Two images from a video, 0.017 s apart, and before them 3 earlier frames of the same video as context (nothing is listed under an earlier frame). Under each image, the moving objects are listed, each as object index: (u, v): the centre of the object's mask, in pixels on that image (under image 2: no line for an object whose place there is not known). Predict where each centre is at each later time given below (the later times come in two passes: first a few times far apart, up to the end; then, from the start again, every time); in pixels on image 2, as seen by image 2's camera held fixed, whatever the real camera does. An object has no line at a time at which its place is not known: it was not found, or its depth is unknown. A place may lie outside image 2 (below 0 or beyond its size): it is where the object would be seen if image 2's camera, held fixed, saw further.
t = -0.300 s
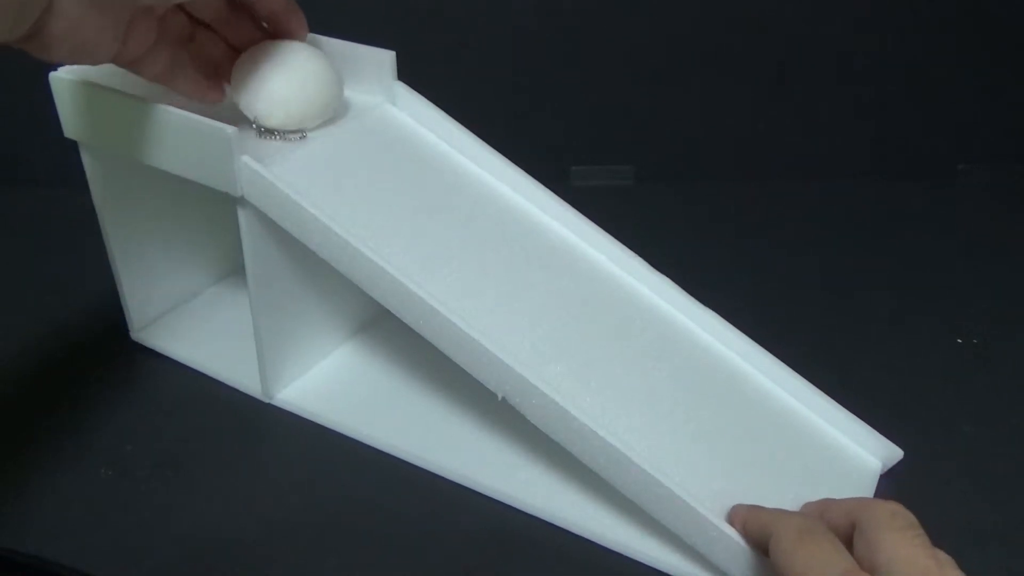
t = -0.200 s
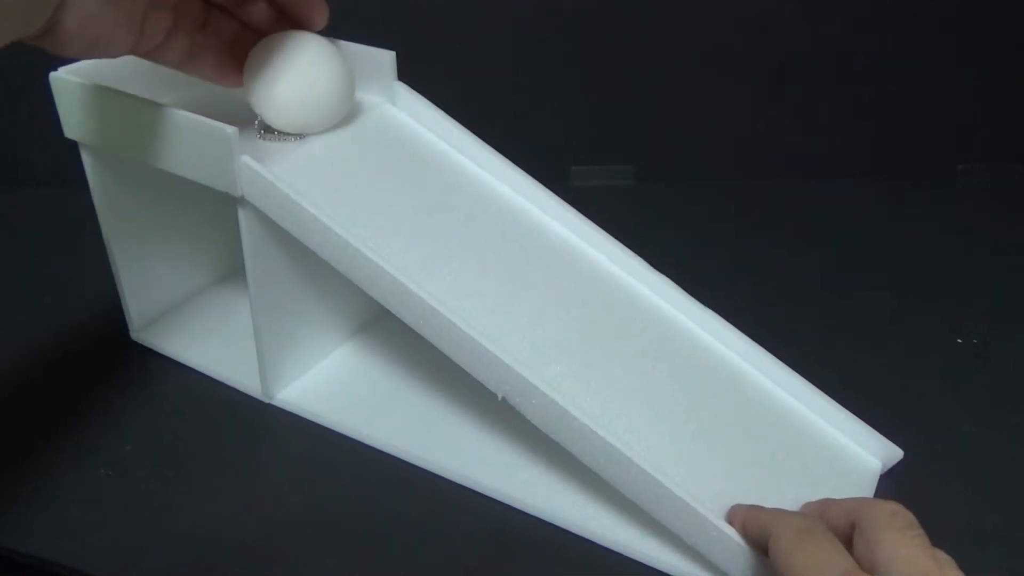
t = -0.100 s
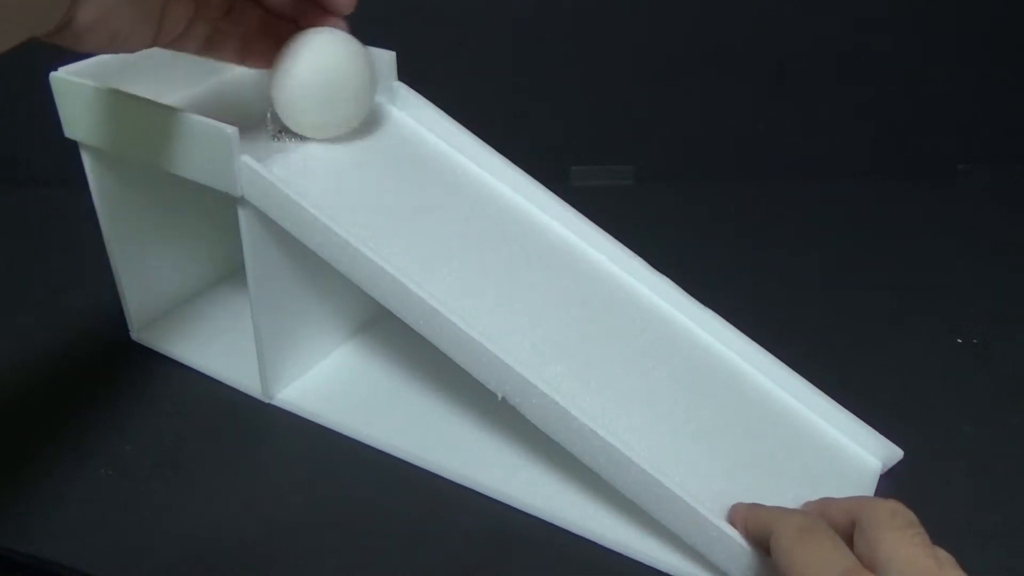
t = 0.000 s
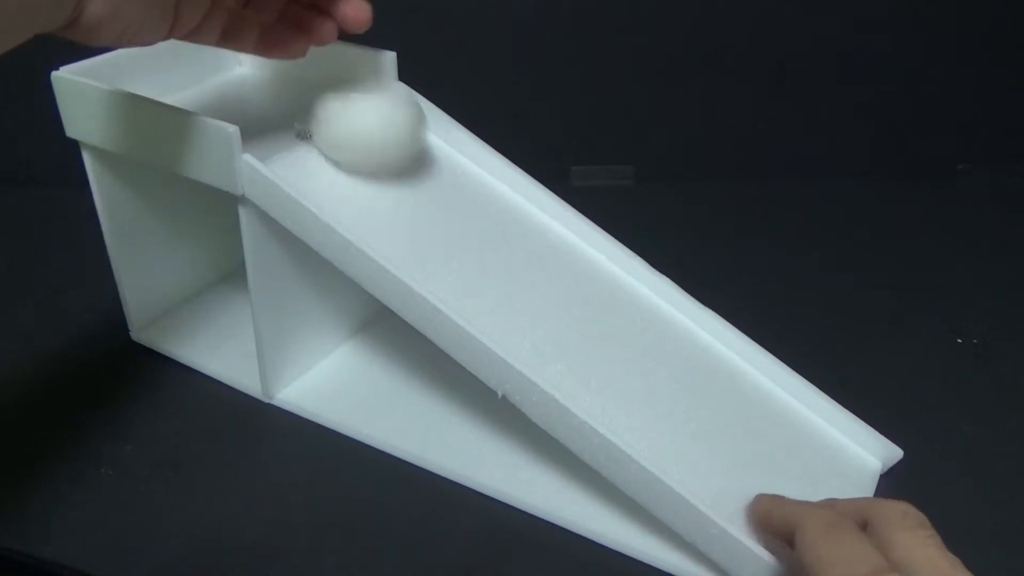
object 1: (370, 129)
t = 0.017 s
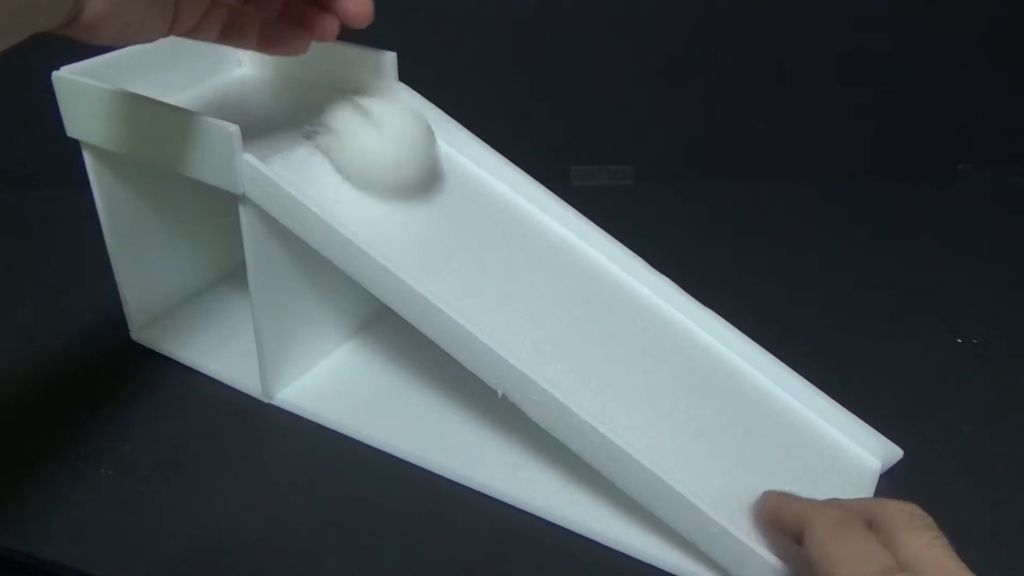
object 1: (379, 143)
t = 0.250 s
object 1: (665, 344)
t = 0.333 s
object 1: (848, 483)
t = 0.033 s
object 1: (389, 159)
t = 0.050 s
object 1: (401, 164)
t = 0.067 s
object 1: (419, 166)
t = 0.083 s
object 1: (433, 171)
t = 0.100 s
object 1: (448, 184)
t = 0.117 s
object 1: (469, 210)
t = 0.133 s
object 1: (488, 236)
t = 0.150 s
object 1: (500, 263)
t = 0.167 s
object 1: (515, 282)
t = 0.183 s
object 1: (544, 291)
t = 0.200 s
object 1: (575, 293)
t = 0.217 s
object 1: (603, 302)
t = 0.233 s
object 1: (637, 324)
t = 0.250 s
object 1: (665, 344)
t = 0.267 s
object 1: (708, 383)
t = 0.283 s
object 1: (730, 412)
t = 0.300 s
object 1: (760, 454)
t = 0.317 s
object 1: (794, 474)
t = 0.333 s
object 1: (848, 483)
